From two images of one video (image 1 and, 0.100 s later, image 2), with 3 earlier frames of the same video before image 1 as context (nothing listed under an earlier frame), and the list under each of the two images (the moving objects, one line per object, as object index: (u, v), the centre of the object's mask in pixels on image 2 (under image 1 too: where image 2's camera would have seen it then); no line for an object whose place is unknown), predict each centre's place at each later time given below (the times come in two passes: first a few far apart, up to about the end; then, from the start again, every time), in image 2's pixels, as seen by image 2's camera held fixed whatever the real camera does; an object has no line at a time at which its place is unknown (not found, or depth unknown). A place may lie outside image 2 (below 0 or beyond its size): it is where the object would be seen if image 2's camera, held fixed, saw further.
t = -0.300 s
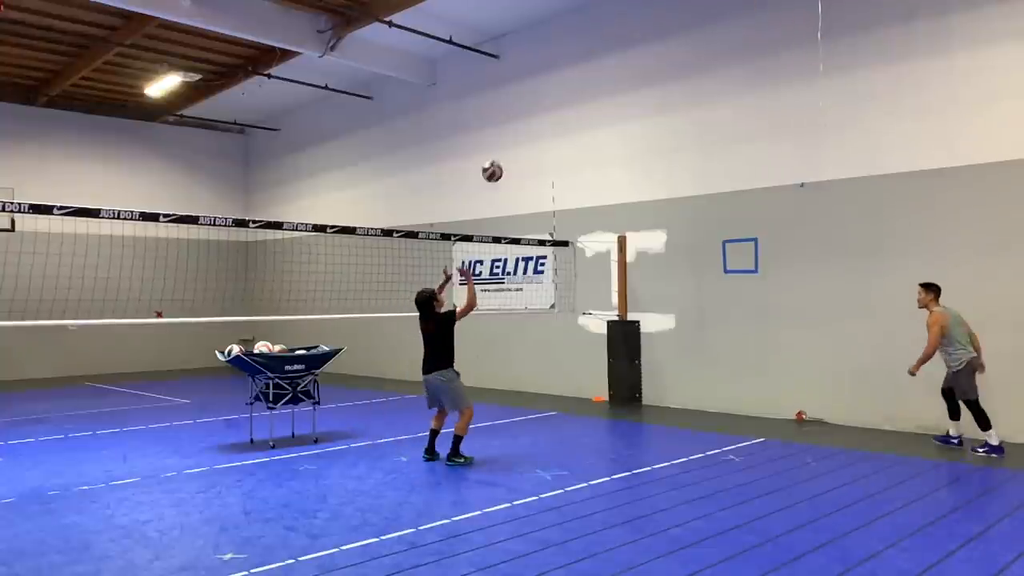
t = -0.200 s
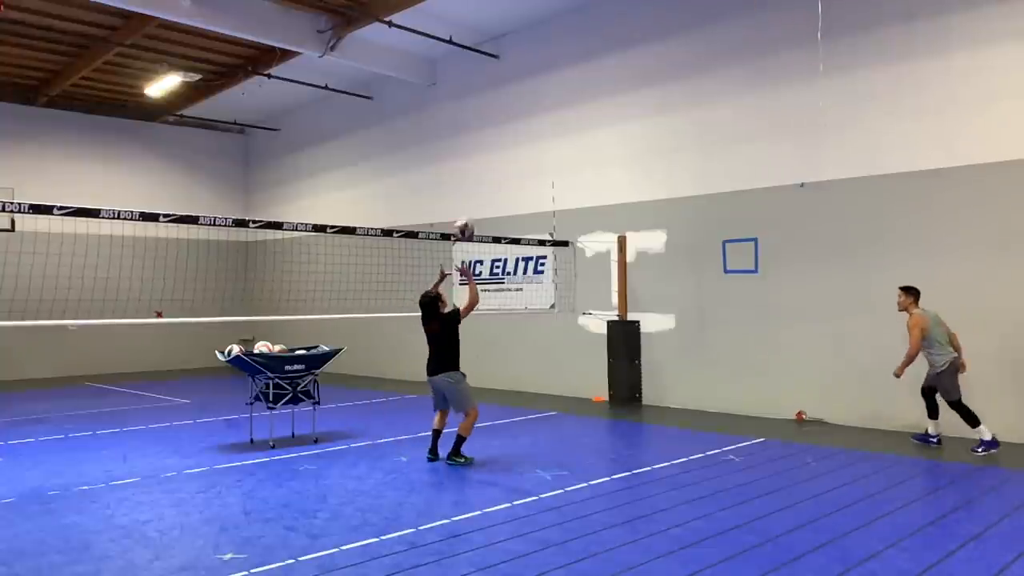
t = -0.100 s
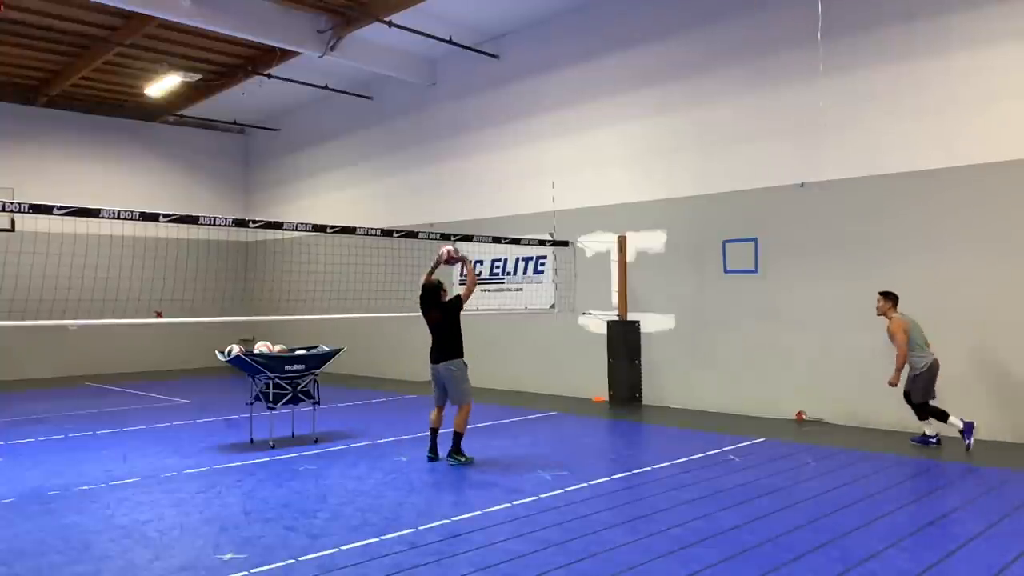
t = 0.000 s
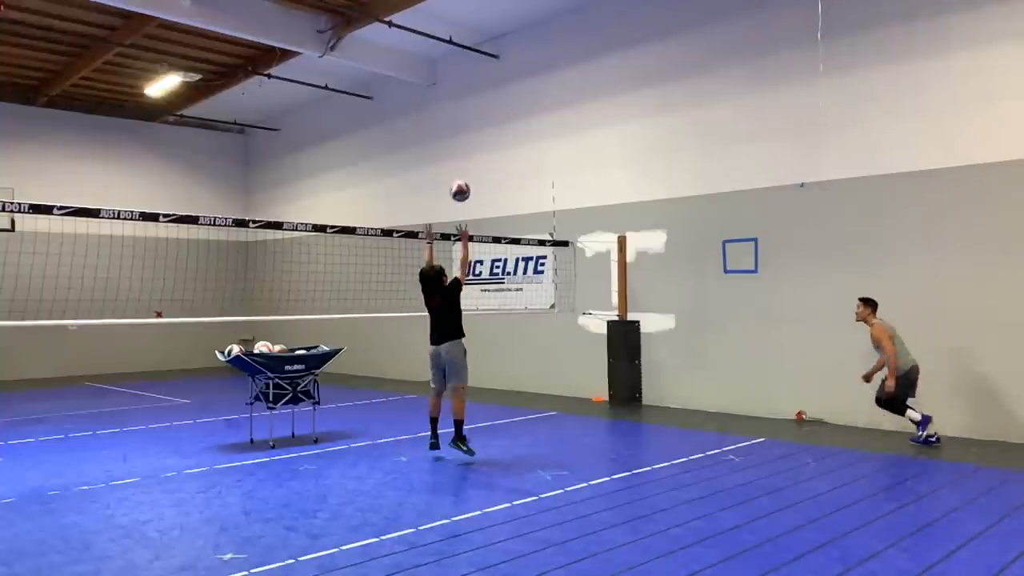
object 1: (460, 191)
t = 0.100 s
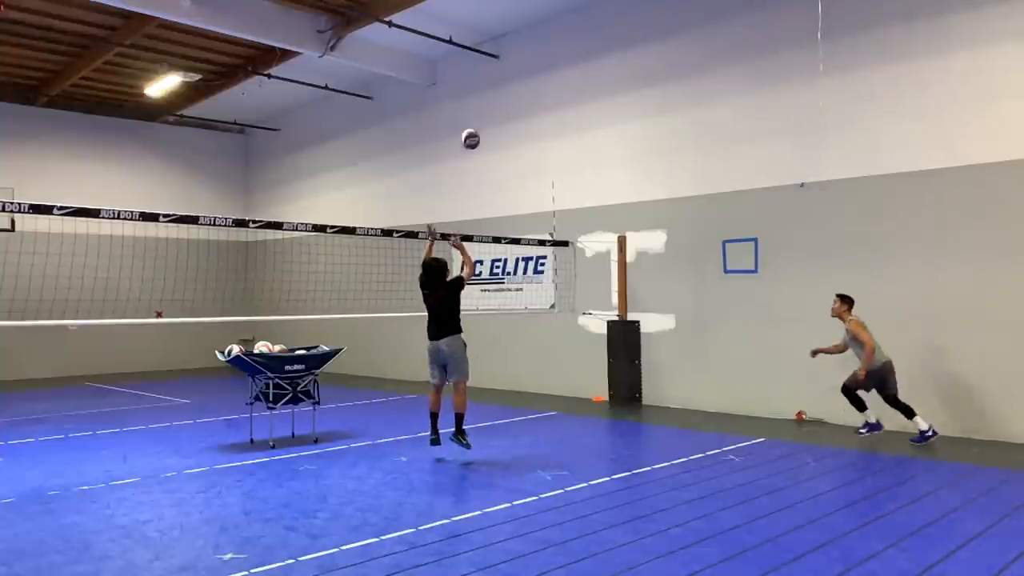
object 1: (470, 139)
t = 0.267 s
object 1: (486, 79)
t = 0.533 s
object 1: (511, 42)
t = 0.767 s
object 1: (530, 58)
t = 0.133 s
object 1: (474, 124)
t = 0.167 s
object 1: (477, 111)
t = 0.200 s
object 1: (480, 98)
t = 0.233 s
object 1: (483, 88)
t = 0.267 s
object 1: (486, 79)
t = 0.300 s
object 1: (490, 70)
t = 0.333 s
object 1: (493, 62)
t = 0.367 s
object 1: (495, 57)
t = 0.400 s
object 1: (499, 52)
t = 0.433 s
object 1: (502, 48)
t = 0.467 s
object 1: (505, 45)
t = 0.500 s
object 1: (508, 43)
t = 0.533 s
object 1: (511, 42)
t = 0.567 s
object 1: (514, 41)
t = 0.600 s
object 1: (516, 42)
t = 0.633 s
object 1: (519, 44)
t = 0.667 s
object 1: (522, 46)
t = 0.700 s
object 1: (524, 49)
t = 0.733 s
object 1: (527, 54)
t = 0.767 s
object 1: (530, 58)
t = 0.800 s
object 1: (532, 64)
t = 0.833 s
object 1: (534, 70)
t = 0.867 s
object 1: (537, 78)
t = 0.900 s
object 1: (539, 86)
